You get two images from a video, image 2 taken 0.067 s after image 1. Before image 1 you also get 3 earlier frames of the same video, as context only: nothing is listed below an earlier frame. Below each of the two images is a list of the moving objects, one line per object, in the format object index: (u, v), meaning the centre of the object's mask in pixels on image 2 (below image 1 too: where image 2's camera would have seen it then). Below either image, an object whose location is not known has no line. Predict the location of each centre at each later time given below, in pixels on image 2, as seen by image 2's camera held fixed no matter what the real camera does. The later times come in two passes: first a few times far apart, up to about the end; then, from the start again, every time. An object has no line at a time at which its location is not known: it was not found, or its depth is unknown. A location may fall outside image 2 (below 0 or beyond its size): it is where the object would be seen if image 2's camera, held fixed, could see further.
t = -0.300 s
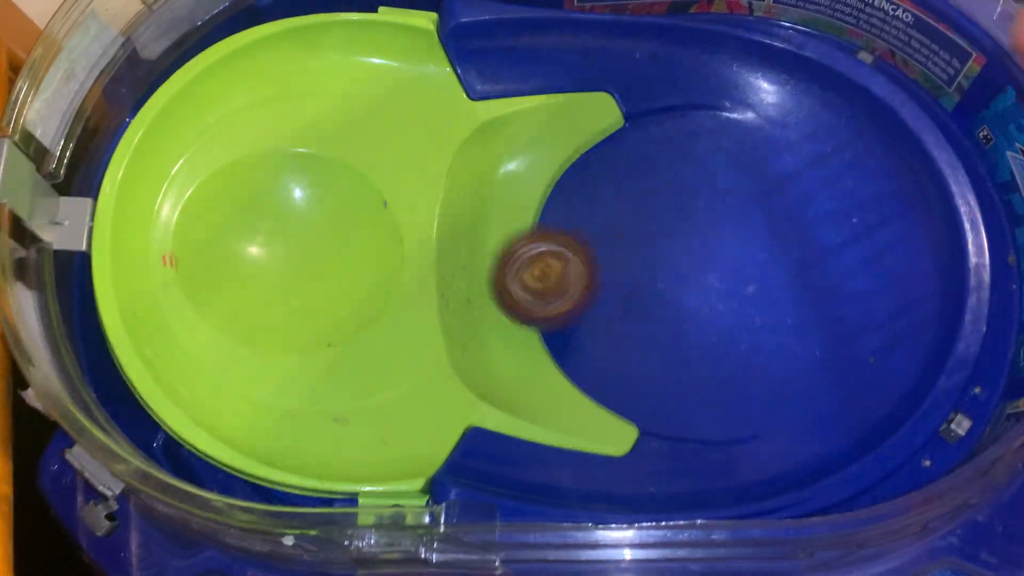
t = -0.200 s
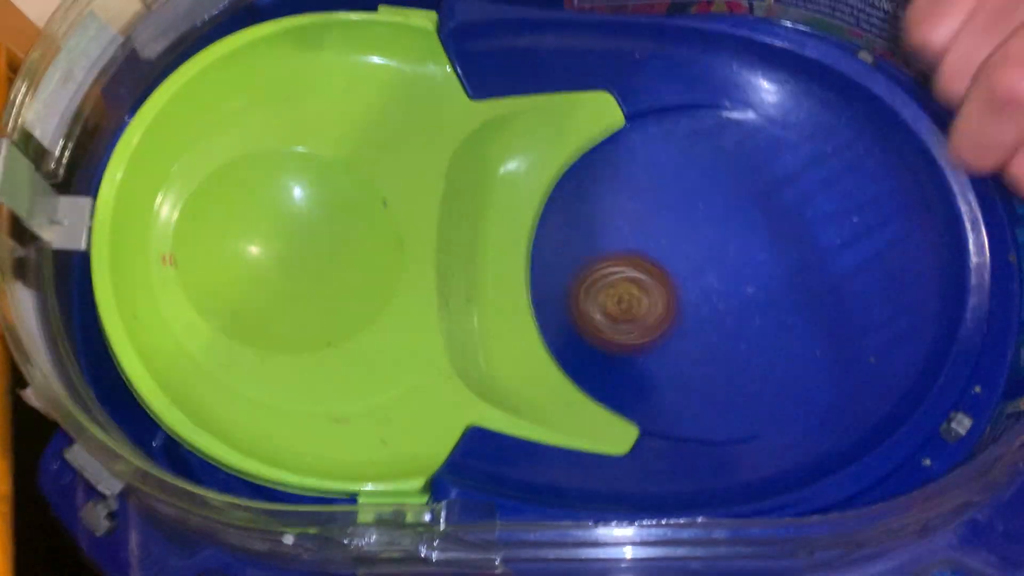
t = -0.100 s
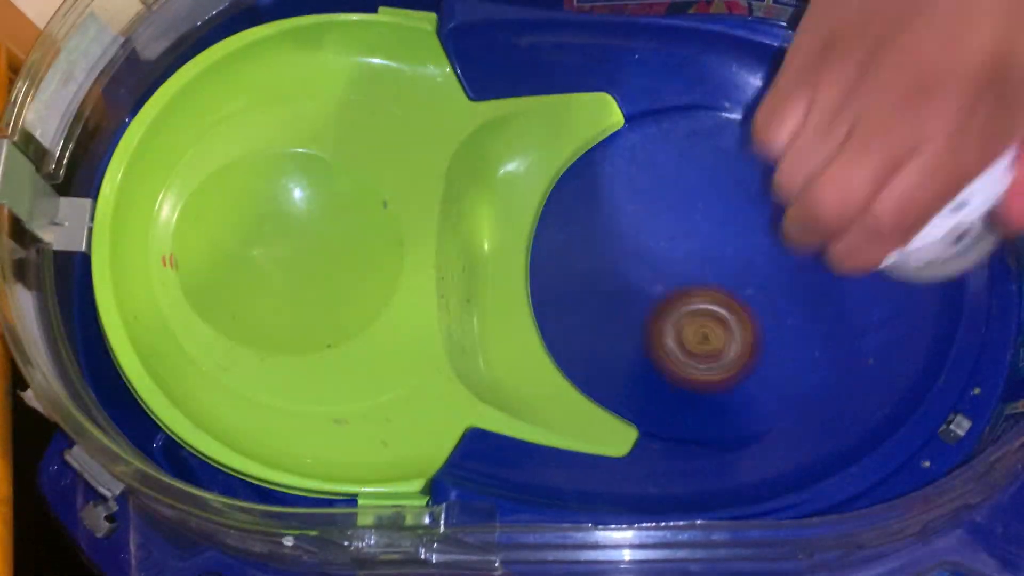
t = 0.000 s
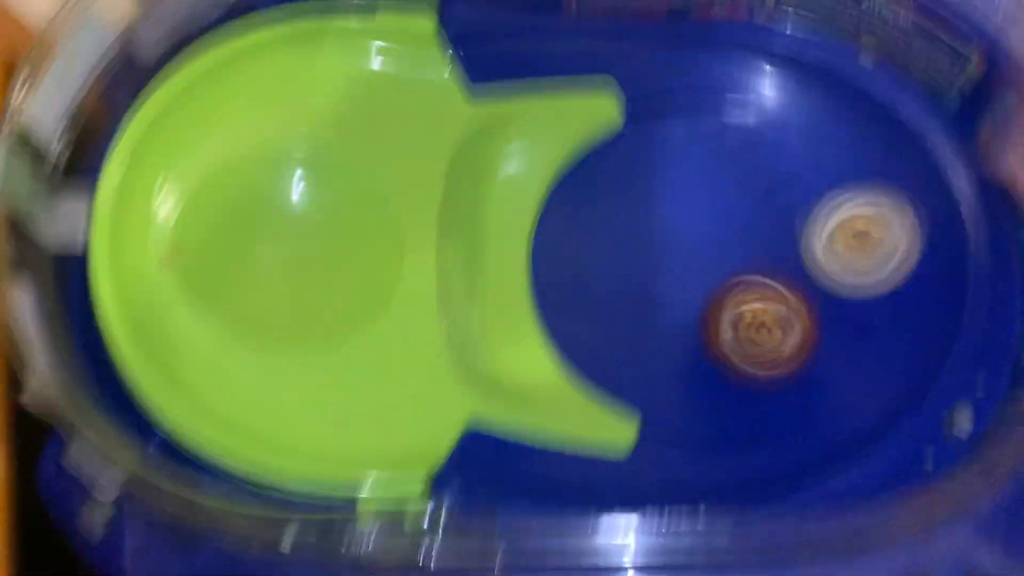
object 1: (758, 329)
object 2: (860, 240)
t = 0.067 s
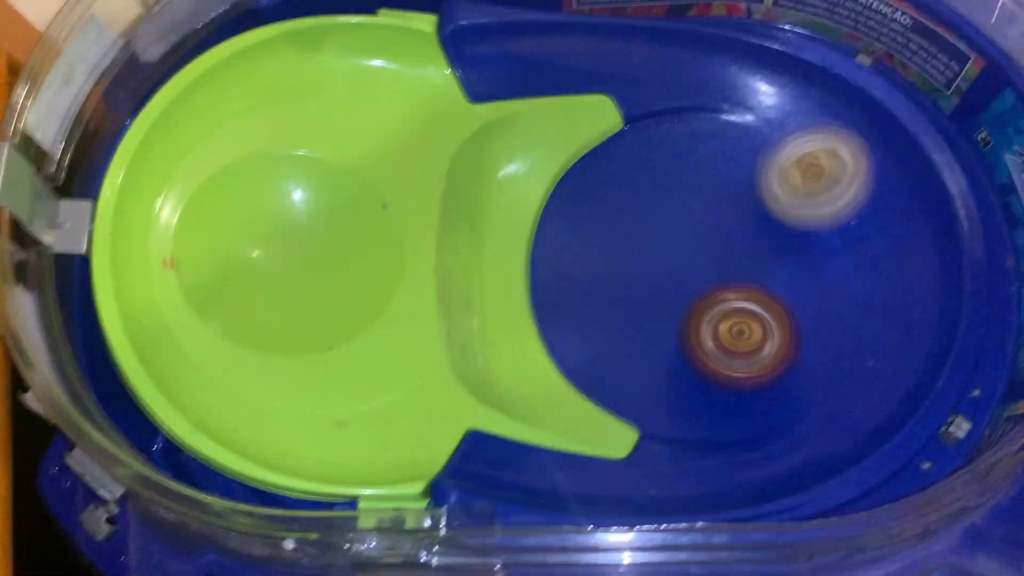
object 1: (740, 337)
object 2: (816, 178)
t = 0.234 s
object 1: (699, 327)
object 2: (638, 118)
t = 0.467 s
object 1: (660, 317)
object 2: (572, 379)
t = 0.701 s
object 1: (642, 294)
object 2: (846, 378)
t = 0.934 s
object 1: (623, 244)
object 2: (745, 90)
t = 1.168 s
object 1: (554, 256)
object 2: (465, 201)
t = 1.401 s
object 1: (928, 321)
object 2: (255, 266)
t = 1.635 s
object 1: (713, 82)
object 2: (551, 276)
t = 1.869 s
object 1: (488, 331)
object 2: (960, 226)
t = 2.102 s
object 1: (927, 309)
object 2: (968, 129)
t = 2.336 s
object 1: (724, 330)
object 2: (497, 259)
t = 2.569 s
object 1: (618, 298)
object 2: (796, 293)
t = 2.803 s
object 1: (610, 337)
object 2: (803, 47)
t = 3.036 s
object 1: (673, 303)
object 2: (679, 145)
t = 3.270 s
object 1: (703, 406)
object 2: (791, 257)
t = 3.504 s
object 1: (659, 351)
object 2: (892, 313)
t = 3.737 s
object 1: (565, 278)
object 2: (741, 330)
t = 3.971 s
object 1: (604, 188)
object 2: (563, 293)
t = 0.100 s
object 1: (733, 334)
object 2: (786, 154)
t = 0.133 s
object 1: (727, 332)
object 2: (751, 131)
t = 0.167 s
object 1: (717, 331)
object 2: (711, 117)
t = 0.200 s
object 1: (707, 329)
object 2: (673, 113)
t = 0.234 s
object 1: (699, 327)
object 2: (638, 118)
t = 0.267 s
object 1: (692, 325)
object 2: (612, 146)
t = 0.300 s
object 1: (686, 324)
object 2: (587, 180)
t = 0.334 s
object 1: (679, 323)
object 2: (570, 219)
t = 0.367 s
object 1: (674, 321)
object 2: (555, 261)
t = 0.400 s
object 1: (669, 320)
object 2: (545, 308)
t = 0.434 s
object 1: (664, 319)
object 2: (554, 345)
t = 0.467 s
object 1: (660, 317)
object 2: (572, 379)
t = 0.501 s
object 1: (657, 317)
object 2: (599, 409)
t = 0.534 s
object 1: (654, 317)
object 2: (634, 435)
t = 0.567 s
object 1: (650, 316)
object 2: (677, 451)
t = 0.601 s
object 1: (646, 311)
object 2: (722, 460)
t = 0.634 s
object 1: (644, 307)
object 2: (766, 449)
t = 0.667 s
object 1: (642, 300)
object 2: (807, 419)
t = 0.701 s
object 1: (642, 294)
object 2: (846, 378)
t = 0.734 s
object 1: (642, 288)
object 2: (874, 330)
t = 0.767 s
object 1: (642, 281)
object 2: (890, 278)
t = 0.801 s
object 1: (642, 273)
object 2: (887, 228)
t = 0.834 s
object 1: (641, 264)
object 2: (869, 182)
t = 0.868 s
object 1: (638, 256)
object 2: (837, 142)
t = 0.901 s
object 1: (632, 249)
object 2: (796, 112)
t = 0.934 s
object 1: (623, 244)
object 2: (745, 90)
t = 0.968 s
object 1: (612, 240)
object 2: (695, 77)
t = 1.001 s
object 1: (599, 237)
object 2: (646, 73)
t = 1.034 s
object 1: (586, 238)
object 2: (599, 80)
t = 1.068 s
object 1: (576, 240)
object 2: (556, 95)
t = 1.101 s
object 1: (566, 245)
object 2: (516, 129)
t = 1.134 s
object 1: (558, 250)
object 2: (479, 164)
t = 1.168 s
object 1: (554, 256)
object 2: (465, 201)
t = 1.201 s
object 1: (590, 292)
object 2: (419, 205)
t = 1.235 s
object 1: (642, 329)
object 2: (367, 201)
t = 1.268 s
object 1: (701, 357)
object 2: (322, 206)
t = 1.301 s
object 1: (762, 374)
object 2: (283, 218)
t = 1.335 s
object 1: (827, 376)
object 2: (257, 230)
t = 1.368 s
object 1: (890, 362)
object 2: (246, 252)
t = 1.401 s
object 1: (928, 321)
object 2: (255, 266)
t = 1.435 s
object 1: (949, 274)
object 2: (289, 277)
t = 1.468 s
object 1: (952, 235)
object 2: (326, 295)
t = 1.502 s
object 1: (922, 189)
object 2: (365, 287)
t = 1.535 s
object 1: (884, 158)
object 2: (403, 276)
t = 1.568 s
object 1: (836, 123)
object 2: (443, 276)
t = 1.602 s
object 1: (777, 93)
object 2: (492, 278)
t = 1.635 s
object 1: (713, 82)
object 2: (551, 276)
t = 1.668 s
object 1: (656, 84)
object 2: (607, 274)
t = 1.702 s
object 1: (602, 101)
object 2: (675, 272)
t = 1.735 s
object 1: (550, 131)
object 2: (740, 273)
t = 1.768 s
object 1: (498, 172)
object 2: (810, 274)
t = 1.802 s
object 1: (478, 217)
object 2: (878, 270)
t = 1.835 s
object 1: (471, 272)
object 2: (935, 252)
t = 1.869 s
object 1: (488, 331)
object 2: (960, 226)
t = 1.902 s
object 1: (545, 369)
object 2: (970, 206)
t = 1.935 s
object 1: (608, 393)
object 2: (974, 196)
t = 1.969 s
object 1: (676, 414)
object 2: (979, 189)
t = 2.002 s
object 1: (759, 401)
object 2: (986, 183)
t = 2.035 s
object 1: (843, 373)
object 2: (978, 177)
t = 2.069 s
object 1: (924, 325)
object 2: (965, 183)
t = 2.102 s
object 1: (927, 309)
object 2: (968, 129)
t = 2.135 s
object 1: (905, 330)
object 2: (916, 86)
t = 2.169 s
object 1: (880, 353)
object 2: (840, 66)
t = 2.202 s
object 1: (849, 360)
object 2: (760, 56)
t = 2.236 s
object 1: (814, 358)
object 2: (680, 80)
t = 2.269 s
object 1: (780, 350)
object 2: (614, 119)
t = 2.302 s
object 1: (751, 340)
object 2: (542, 182)
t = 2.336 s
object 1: (724, 330)
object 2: (497, 259)
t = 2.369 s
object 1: (703, 319)
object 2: (514, 322)
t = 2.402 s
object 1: (682, 310)
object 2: (541, 407)
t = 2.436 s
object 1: (665, 303)
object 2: (582, 482)
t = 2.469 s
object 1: (651, 297)
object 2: (645, 480)
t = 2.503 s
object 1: (638, 294)
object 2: (704, 409)
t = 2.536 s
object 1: (628, 295)
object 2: (749, 343)
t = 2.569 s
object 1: (618, 298)
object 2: (796, 293)
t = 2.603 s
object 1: (611, 302)
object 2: (826, 241)
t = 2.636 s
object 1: (607, 307)
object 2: (862, 188)
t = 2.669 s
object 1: (602, 313)
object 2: (888, 139)
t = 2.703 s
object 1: (601, 320)
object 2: (876, 99)
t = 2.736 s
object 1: (602, 327)
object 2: (855, 71)
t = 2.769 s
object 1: (605, 333)
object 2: (833, 54)
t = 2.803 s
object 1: (610, 337)
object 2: (803, 47)
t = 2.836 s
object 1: (617, 340)
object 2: (786, 42)
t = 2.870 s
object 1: (626, 339)
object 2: (763, 38)
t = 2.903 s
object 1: (636, 337)
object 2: (747, 39)
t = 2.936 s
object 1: (647, 331)
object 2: (730, 45)
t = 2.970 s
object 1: (655, 323)
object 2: (713, 66)
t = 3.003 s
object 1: (664, 313)
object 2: (698, 97)
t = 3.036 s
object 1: (673, 303)
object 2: (679, 145)
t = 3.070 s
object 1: (681, 290)
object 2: (675, 184)
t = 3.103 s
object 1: (673, 318)
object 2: (688, 195)
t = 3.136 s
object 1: (666, 352)
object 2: (708, 200)
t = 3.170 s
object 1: (666, 377)
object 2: (733, 209)
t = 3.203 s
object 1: (673, 395)
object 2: (752, 225)
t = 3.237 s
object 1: (686, 408)
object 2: (774, 241)
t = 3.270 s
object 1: (703, 406)
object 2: (791, 257)
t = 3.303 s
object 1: (722, 399)
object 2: (808, 273)
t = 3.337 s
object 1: (739, 391)
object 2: (821, 288)
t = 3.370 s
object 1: (751, 383)
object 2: (837, 300)
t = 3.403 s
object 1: (750, 374)
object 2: (849, 314)
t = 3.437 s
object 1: (720, 365)
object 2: (879, 309)
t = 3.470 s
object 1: (690, 361)
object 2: (891, 314)
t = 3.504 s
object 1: (659, 351)
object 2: (892, 313)
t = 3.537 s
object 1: (633, 342)
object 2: (889, 315)
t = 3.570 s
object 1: (613, 333)
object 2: (874, 315)
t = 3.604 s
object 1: (592, 326)
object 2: (852, 319)
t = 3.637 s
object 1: (576, 319)
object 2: (829, 323)
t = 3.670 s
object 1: (564, 309)
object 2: (802, 325)
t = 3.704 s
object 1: (564, 293)
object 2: (770, 328)
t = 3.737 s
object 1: (565, 278)
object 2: (741, 330)
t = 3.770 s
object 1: (566, 261)
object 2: (715, 330)
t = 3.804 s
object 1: (566, 245)
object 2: (684, 326)
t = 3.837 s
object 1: (562, 228)
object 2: (655, 321)
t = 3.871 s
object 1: (559, 212)
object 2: (632, 314)
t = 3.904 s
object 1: (571, 206)
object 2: (607, 303)
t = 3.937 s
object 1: (587, 202)
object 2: (582, 295)
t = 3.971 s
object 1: (604, 188)
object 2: (563, 293)
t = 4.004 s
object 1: (622, 176)
